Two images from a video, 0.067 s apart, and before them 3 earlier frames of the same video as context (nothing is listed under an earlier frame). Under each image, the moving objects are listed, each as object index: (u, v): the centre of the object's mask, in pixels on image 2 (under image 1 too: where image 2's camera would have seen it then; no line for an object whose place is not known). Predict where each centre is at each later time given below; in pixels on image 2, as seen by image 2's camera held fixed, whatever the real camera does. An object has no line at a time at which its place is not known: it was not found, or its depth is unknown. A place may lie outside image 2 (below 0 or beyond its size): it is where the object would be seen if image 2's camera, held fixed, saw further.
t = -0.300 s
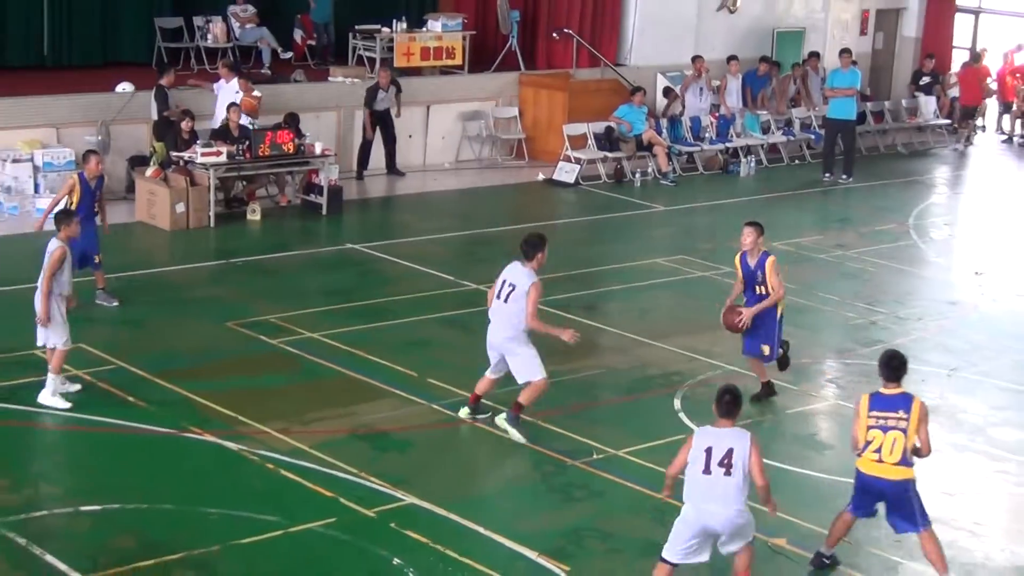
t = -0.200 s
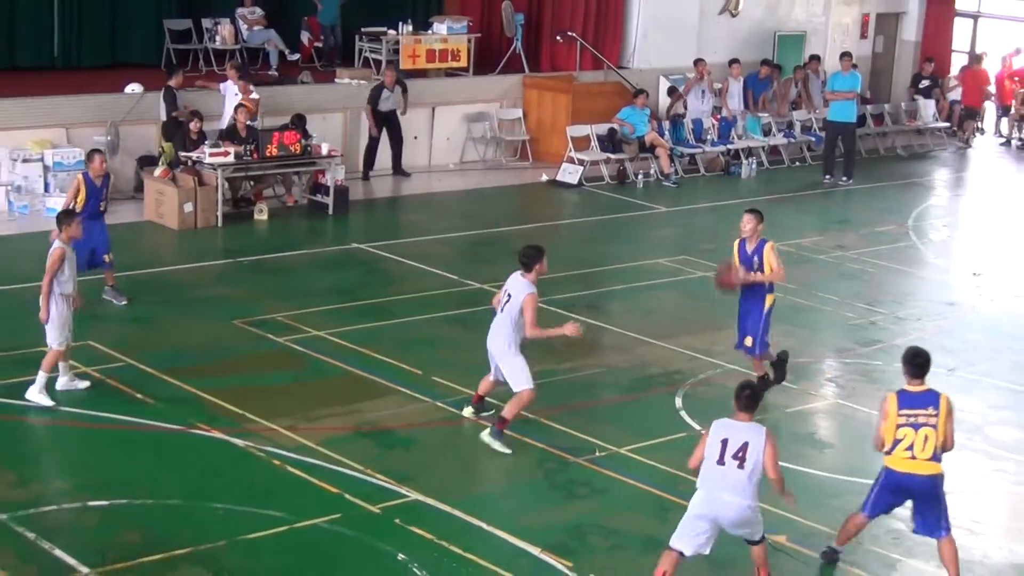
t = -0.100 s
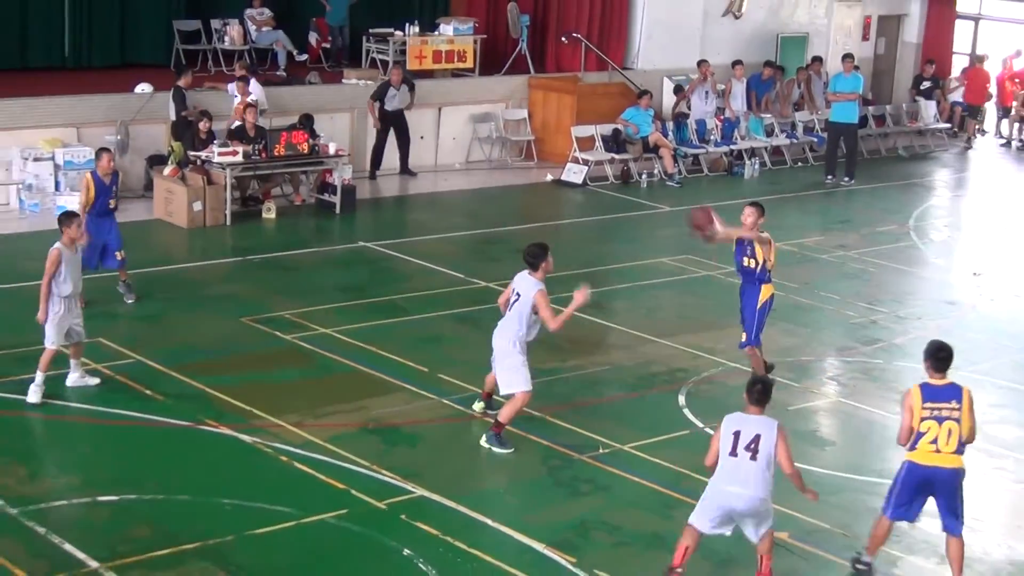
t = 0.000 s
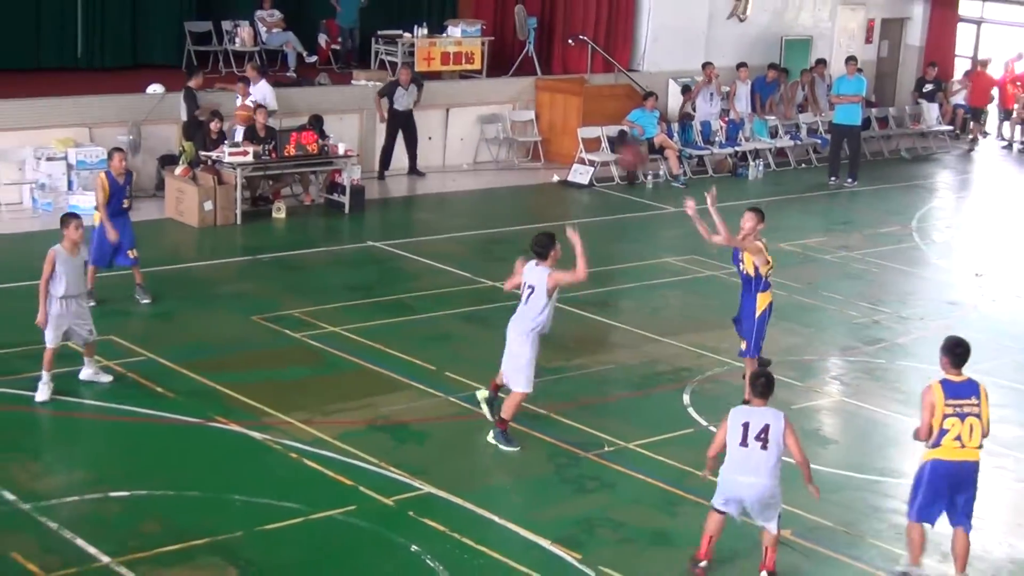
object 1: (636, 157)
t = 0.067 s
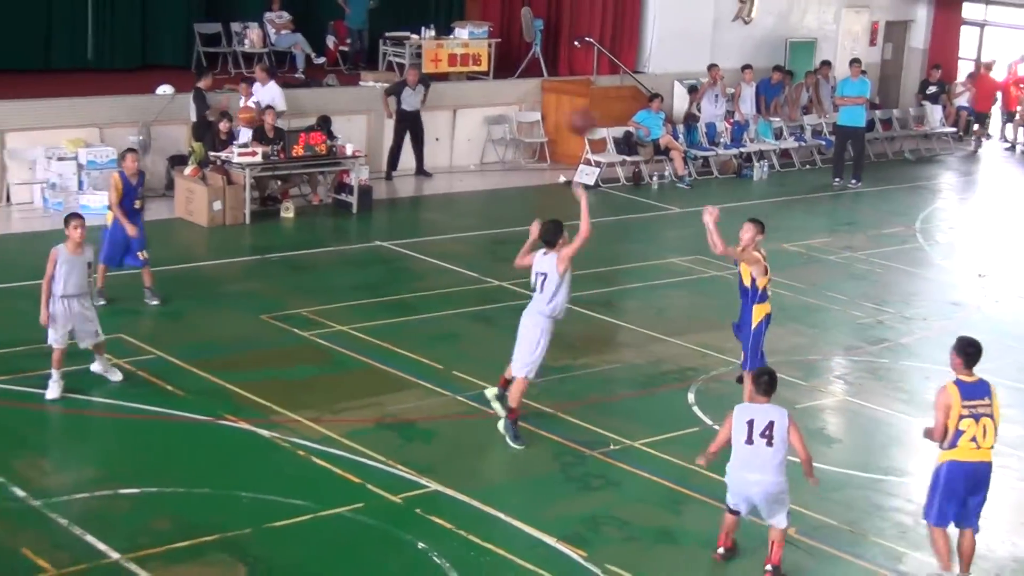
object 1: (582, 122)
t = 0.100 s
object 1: (552, 106)
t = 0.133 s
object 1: (527, 89)
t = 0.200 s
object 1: (474, 62)
